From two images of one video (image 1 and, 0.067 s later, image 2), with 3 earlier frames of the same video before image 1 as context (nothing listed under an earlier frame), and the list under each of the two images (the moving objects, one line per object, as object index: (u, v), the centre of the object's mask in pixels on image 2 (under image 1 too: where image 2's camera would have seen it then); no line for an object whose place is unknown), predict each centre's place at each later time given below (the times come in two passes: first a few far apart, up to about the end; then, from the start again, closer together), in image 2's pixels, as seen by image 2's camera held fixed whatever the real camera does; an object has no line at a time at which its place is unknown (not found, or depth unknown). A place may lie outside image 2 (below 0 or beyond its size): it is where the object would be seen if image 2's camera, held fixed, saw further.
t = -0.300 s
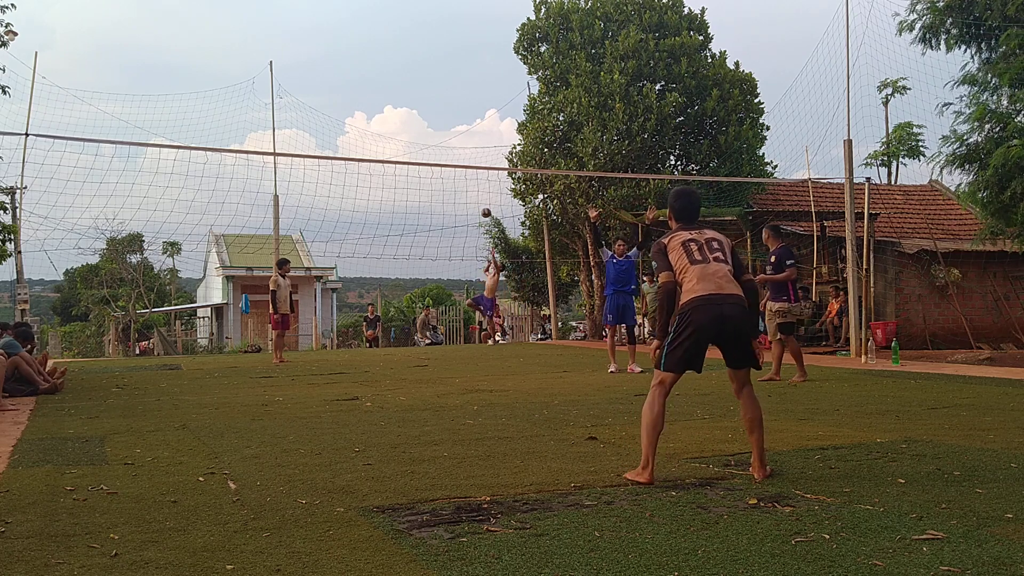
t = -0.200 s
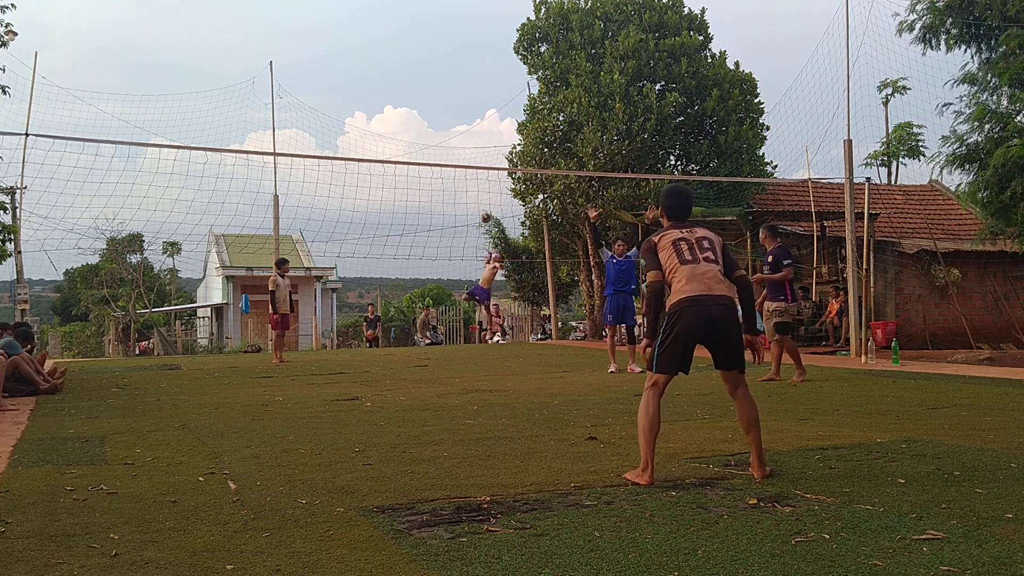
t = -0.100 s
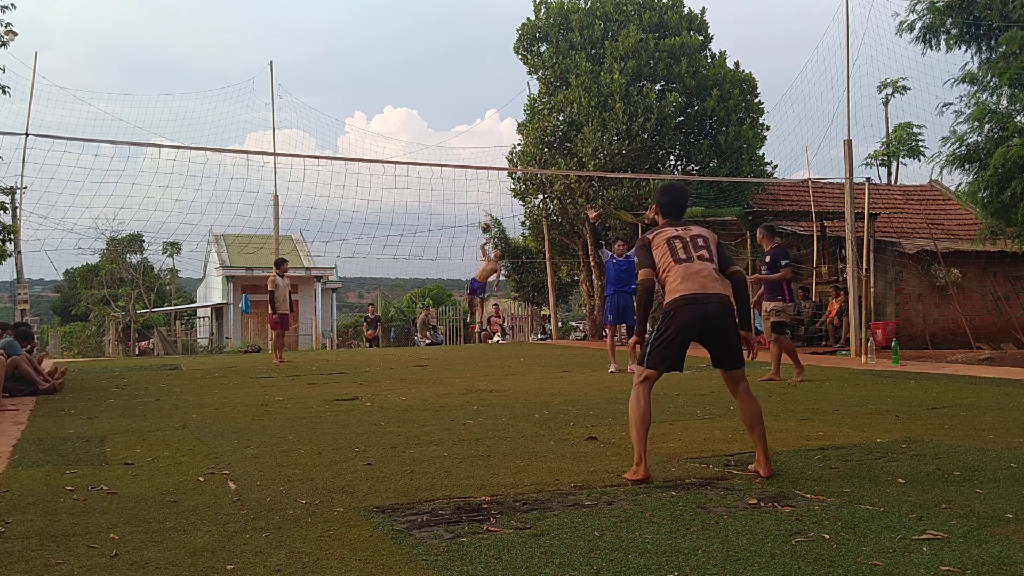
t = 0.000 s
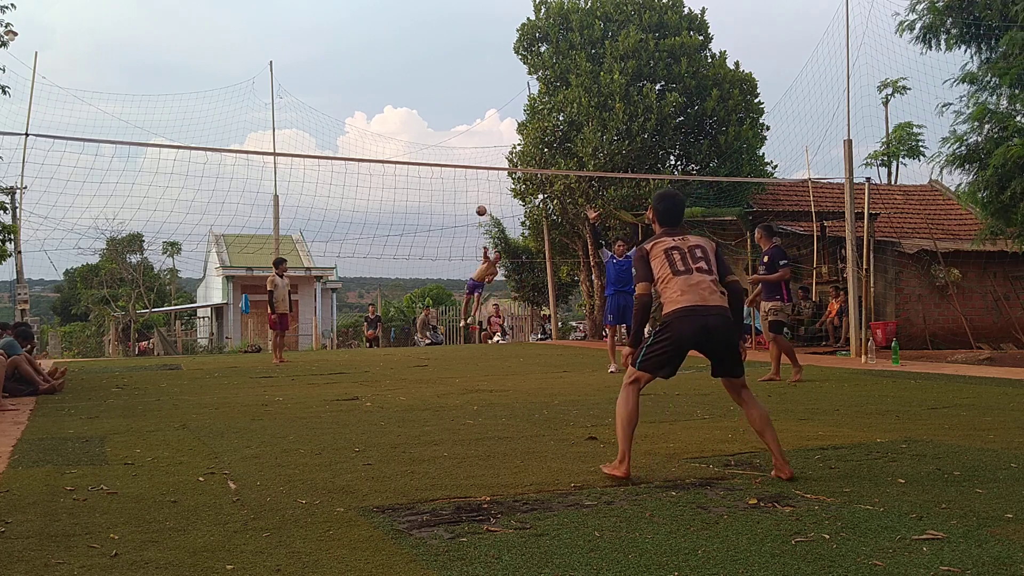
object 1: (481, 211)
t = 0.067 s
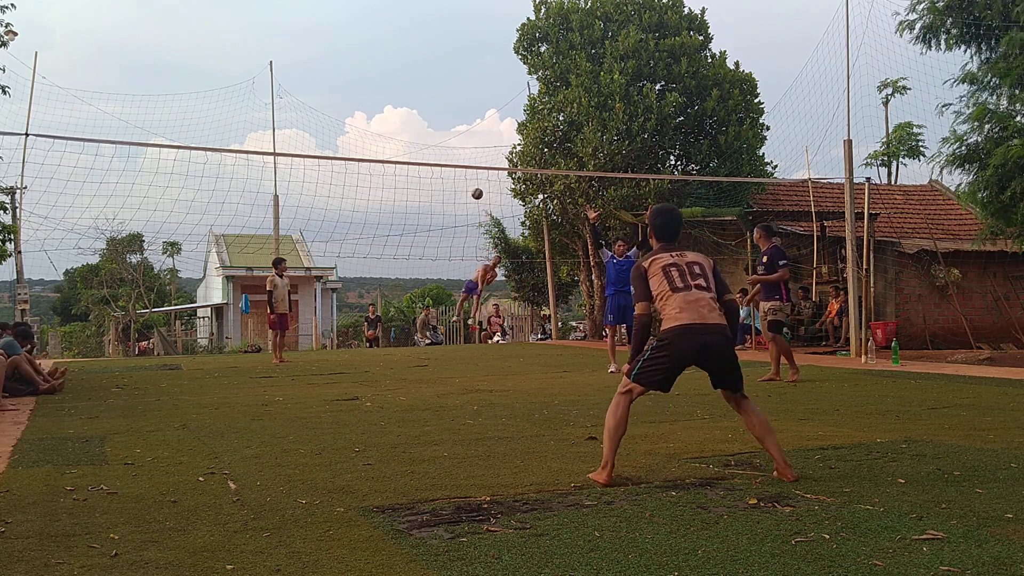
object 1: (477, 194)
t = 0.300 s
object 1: (461, 151)
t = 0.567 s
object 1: (432, 168)
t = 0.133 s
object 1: (473, 179)
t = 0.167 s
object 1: (470, 173)
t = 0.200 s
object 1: (468, 165)
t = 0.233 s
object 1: (466, 159)
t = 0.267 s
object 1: (463, 155)
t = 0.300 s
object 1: (461, 151)
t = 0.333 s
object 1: (458, 148)
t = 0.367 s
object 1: (455, 146)
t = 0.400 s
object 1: (452, 145)
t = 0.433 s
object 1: (449, 146)
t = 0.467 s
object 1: (445, 148)
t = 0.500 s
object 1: (441, 153)
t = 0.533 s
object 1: (437, 159)
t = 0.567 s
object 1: (432, 168)
